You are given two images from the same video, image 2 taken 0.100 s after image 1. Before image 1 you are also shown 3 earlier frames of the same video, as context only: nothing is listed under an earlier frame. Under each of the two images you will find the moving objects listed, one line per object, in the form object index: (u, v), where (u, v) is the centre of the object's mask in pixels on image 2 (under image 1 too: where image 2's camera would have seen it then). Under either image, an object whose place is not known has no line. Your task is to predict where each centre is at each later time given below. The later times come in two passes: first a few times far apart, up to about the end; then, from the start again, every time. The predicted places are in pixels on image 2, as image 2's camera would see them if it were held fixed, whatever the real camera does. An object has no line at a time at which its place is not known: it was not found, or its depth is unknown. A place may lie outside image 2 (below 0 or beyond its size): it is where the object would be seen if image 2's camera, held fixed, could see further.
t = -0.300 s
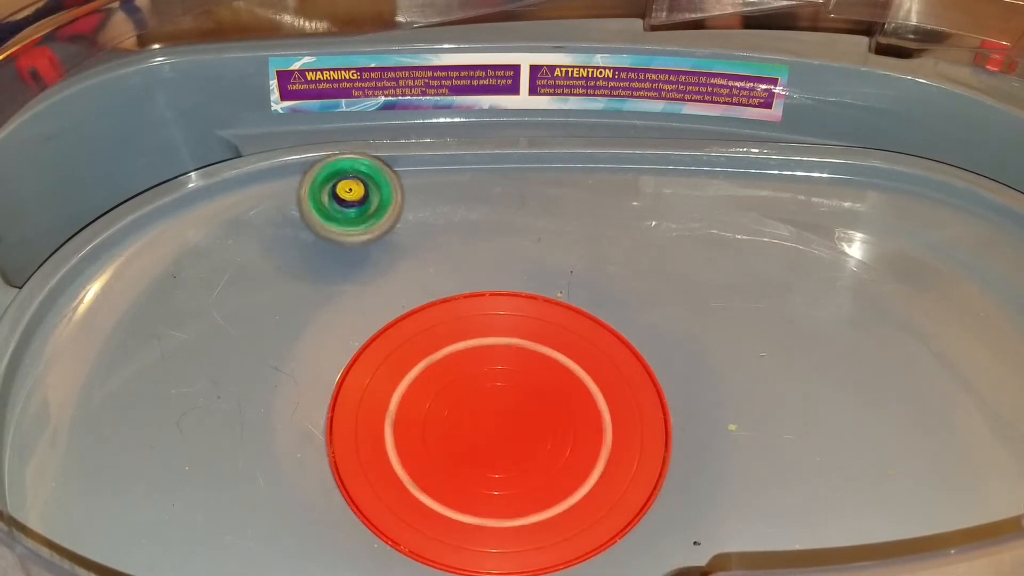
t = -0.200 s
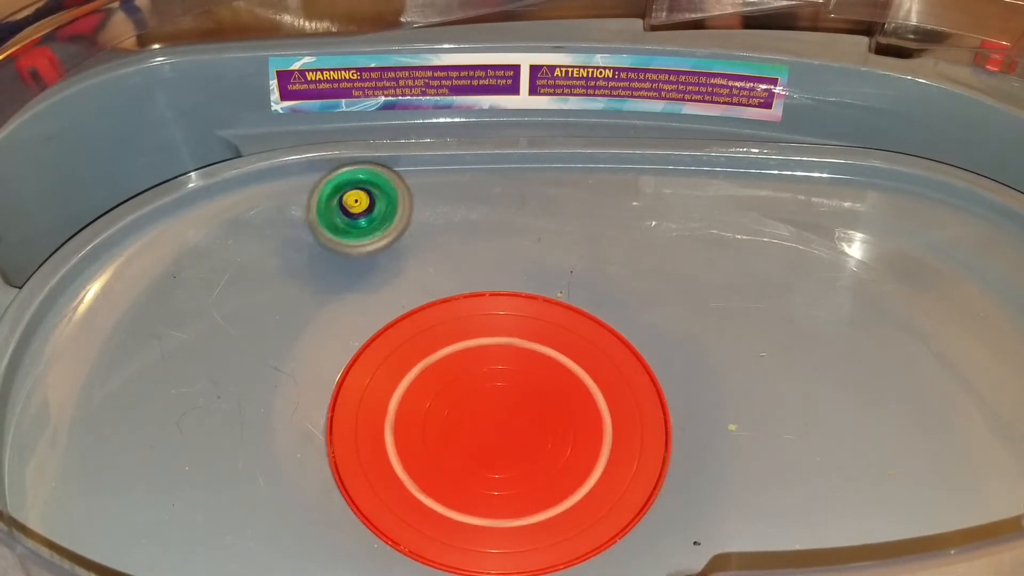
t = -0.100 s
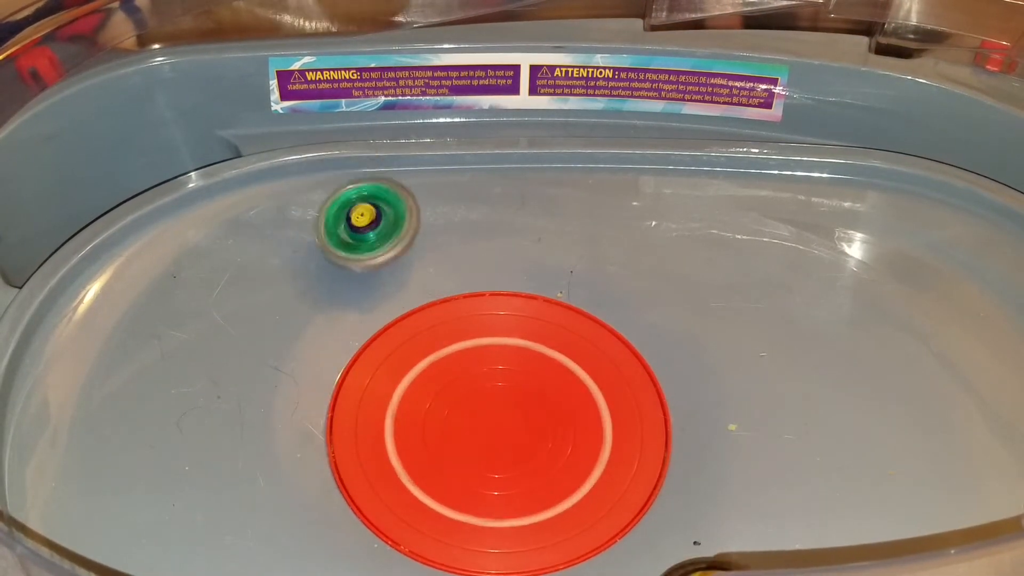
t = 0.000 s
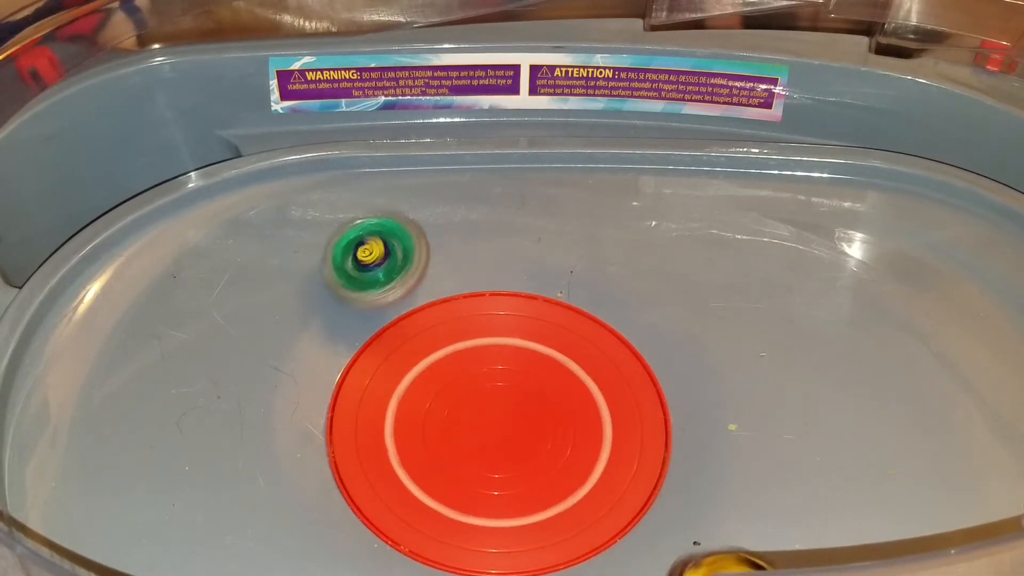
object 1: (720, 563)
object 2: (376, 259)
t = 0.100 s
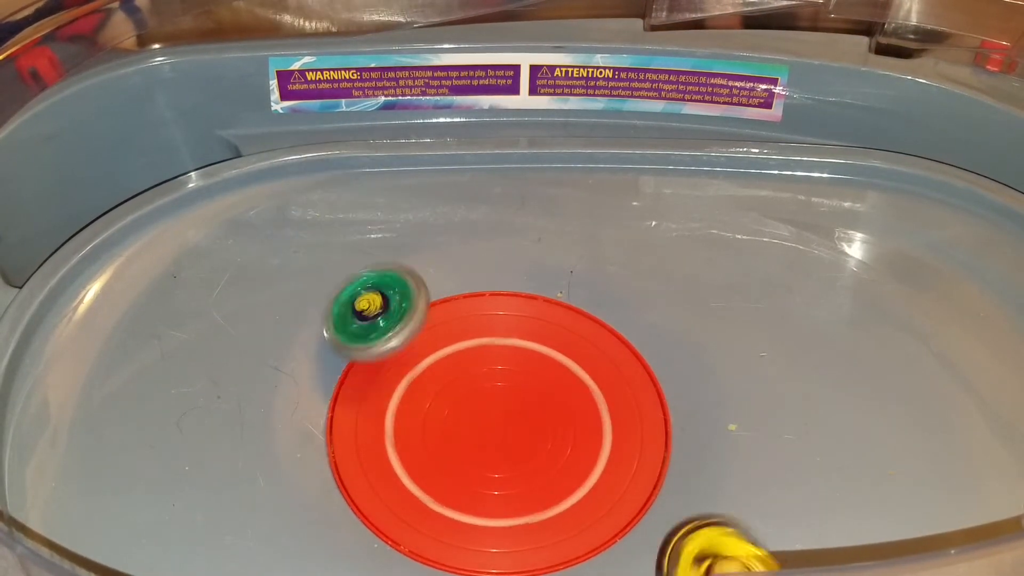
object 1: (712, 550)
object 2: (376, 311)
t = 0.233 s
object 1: (728, 532)
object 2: (507, 329)
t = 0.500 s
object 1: (758, 449)
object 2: (409, 532)
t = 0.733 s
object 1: (752, 372)
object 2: (157, 545)
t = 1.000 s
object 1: (654, 353)
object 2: (146, 541)
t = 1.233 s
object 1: (464, 467)
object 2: (212, 520)
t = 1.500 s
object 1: (419, 383)
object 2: (301, 510)
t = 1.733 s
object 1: (656, 243)
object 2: (389, 408)
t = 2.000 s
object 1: (693, 279)
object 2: (535, 215)
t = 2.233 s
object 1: (640, 384)
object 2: (537, 287)
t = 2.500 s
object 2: (626, 485)
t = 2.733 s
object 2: (356, 467)
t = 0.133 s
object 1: (722, 545)
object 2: (391, 324)
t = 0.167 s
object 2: (419, 327)
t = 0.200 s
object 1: (725, 535)
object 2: (457, 329)
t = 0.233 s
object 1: (728, 532)
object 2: (507, 329)
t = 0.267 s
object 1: (733, 523)
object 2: (568, 334)
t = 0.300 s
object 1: (741, 518)
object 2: (633, 349)
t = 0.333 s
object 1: (742, 505)
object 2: (680, 377)
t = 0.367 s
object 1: (748, 499)
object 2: (672, 414)
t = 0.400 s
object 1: (748, 482)
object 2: (632, 445)
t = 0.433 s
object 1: (756, 475)
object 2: (575, 479)
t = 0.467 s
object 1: (754, 461)
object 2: (506, 516)
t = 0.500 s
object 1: (758, 449)
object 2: (409, 532)
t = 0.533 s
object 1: (756, 435)
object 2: (319, 542)
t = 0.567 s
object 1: (762, 424)
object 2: (249, 545)
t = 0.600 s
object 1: (760, 412)
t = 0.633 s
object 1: (760, 400)
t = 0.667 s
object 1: (757, 390)
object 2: (157, 549)
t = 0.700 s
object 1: (756, 377)
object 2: (156, 547)
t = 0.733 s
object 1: (752, 372)
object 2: (157, 545)
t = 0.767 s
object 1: (743, 365)
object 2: (156, 545)
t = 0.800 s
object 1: (734, 362)
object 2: (154, 546)
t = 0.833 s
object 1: (721, 357)
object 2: (152, 547)
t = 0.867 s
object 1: (715, 356)
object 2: (149, 547)
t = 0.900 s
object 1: (699, 353)
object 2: (147, 546)
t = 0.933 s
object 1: (689, 353)
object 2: (144, 545)
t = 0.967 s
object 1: (666, 353)
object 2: (144, 544)
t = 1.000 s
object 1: (654, 353)
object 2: (146, 541)
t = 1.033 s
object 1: (634, 362)
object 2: (149, 540)
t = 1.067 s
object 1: (613, 367)
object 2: (154, 537)
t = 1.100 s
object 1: (589, 380)
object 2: (159, 535)
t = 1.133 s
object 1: (567, 398)
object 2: (168, 532)
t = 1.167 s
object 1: (542, 420)
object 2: (180, 528)
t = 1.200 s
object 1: (507, 445)
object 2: (195, 524)
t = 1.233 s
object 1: (464, 467)
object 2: (212, 520)
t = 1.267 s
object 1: (415, 479)
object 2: (230, 517)
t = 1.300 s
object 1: (368, 483)
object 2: (250, 514)
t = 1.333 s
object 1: (353, 469)
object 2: (260, 514)
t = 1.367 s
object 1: (353, 459)
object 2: (256, 512)
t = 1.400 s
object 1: (358, 448)
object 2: (258, 516)
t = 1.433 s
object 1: (377, 429)
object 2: (269, 516)
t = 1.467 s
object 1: (397, 410)
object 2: (284, 514)
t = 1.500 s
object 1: (419, 383)
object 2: (301, 510)
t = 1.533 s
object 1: (449, 351)
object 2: (319, 506)
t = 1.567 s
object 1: (482, 320)
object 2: (339, 501)
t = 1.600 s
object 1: (520, 297)
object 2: (362, 494)
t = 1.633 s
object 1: (563, 271)
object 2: (375, 487)
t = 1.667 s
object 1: (601, 258)
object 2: (382, 470)
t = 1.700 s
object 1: (629, 250)
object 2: (385, 446)
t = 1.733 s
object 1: (656, 243)
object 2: (389, 408)
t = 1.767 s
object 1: (677, 243)
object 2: (393, 364)
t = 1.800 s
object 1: (689, 245)
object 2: (413, 311)
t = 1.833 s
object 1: (696, 249)
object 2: (441, 267)
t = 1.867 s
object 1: (696, 255)
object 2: (466, 240)
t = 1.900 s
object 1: (695, 259)
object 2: (490, 224)
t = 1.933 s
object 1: (695, 263)
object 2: (510, 216)
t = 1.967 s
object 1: (696, 269)
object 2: (525, 214)
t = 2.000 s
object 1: (693, 279)
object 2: (535, 215)
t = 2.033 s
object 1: (687, 290)
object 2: (541, 219)
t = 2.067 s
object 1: (680, 303)
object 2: (542, 226)
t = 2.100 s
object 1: (672, 317)
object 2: (543, 234)
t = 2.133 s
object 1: (667, 331)
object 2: (541, 245)
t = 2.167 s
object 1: (660, 348)
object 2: (537, 260)
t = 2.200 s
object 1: (649, 367)
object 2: (534, 272)
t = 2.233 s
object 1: (640, 384)
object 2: (537, 287)
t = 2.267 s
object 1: (627, 406)
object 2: (552, 307)
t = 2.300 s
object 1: (607, 435)
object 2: (581, 340)
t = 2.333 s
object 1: (576, 494)
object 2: (616, 356)
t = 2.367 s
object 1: (536, 530)
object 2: (646, 372)
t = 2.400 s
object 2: (672, 400)
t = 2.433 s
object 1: (441, 562)
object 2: (678, 430)
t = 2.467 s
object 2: (660, 451)
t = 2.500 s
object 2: (626, 485)
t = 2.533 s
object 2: (580, 518)
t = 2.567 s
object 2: (523, 534)
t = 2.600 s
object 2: (474, 538)
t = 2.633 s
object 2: (436, 531)
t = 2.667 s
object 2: (414, 517)
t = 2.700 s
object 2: (387, 496)
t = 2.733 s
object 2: (356, 467)
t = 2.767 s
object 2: (325, 423)
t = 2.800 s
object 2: (300, 375)
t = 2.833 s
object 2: (289, 333)
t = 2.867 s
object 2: (281, 301)
